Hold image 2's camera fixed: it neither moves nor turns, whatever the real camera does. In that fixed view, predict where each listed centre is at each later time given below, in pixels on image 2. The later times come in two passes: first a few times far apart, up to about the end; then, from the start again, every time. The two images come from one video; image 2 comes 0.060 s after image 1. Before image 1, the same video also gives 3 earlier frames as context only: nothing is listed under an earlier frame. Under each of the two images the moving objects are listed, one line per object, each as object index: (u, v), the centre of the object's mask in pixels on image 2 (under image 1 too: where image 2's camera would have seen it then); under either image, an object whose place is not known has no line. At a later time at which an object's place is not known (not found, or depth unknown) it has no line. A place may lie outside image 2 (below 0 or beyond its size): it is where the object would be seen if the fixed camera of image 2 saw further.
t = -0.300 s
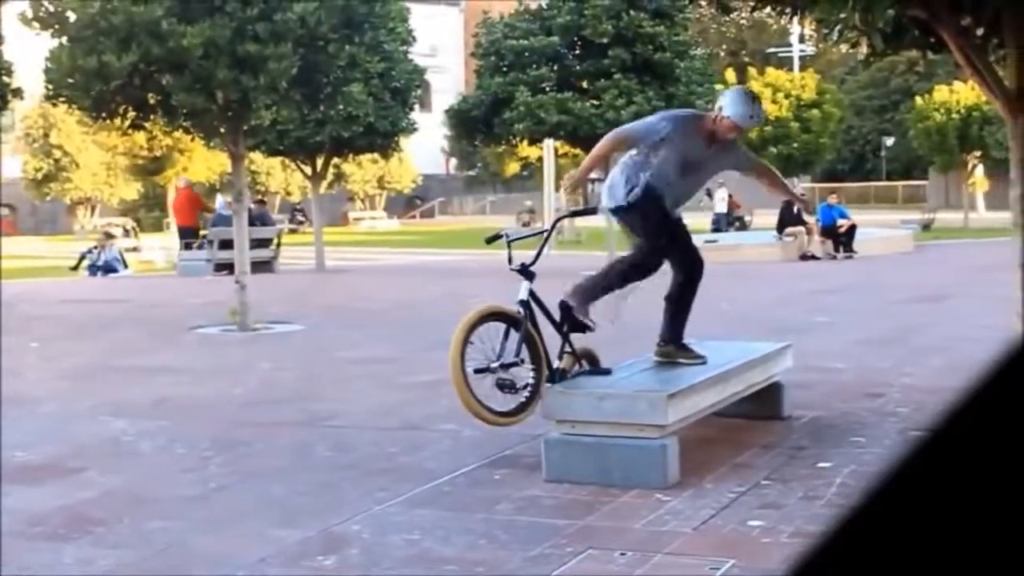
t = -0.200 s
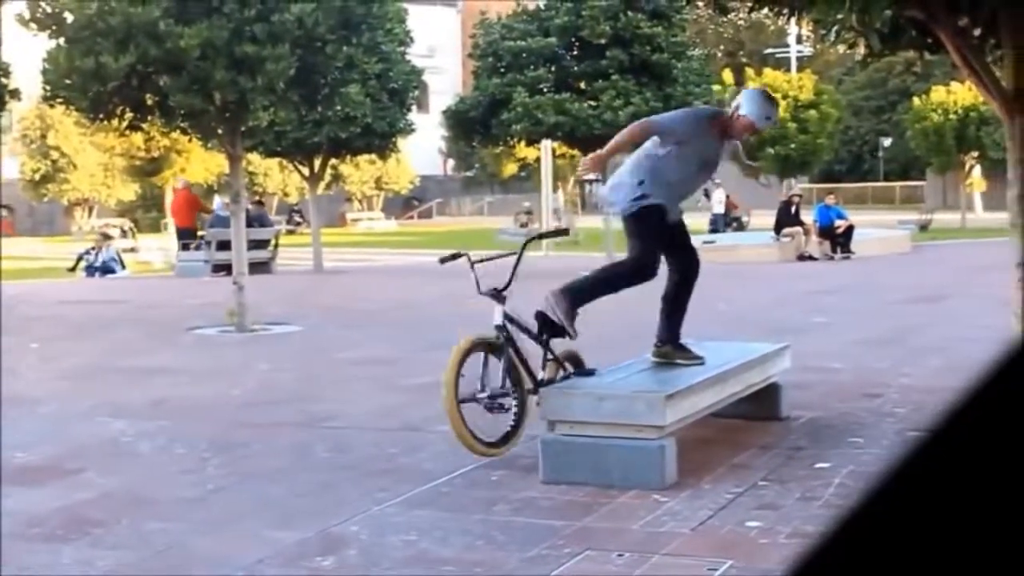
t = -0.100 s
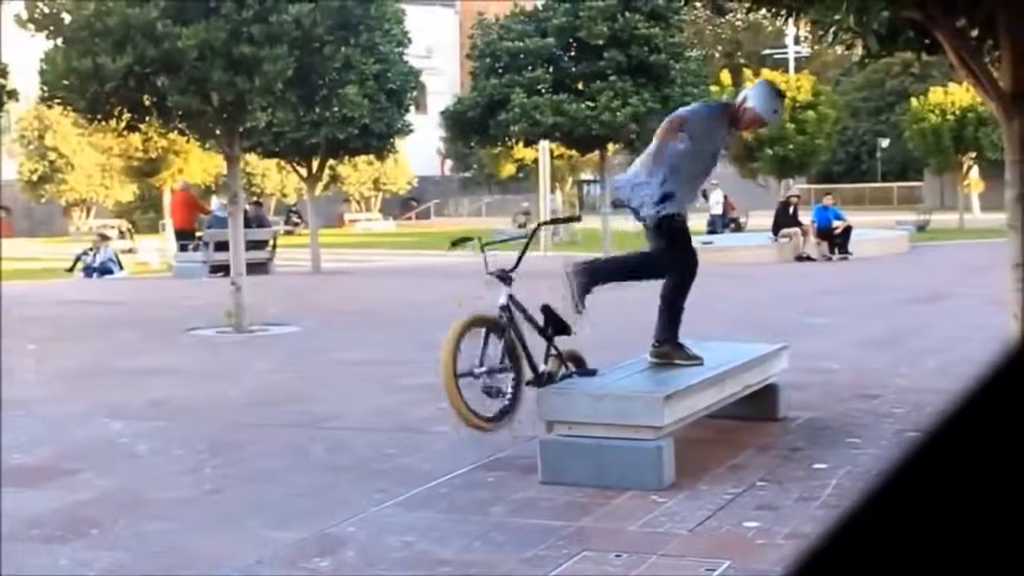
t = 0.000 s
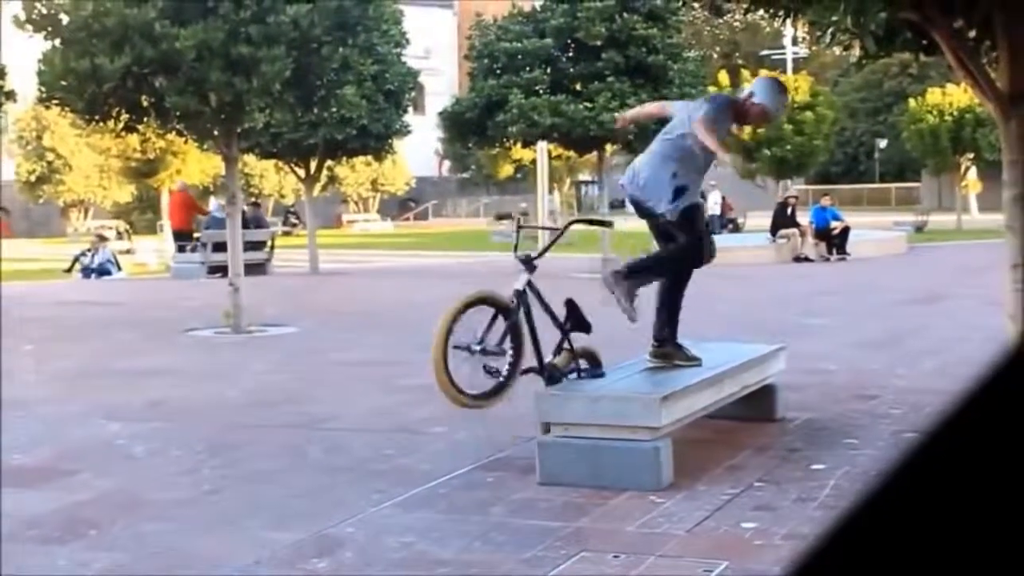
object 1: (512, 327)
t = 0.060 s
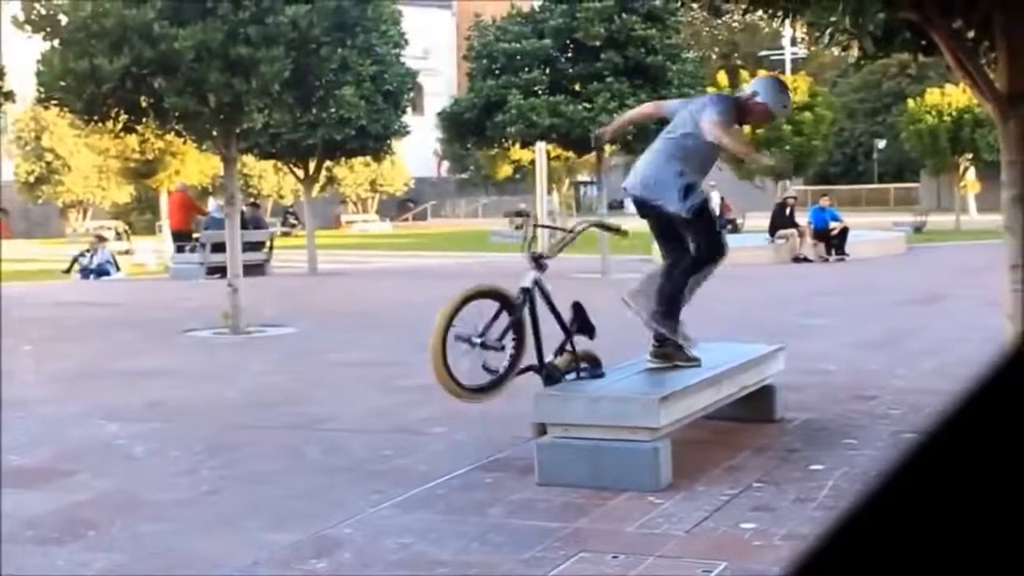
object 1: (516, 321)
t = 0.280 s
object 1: (521, 340)
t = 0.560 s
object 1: (509, 343)
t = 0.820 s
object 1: (477, 365)
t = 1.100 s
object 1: (460, 376)
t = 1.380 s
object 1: (425, 430)
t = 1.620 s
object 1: (405, 440)
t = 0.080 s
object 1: (516, 322)
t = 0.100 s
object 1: (517, 323)
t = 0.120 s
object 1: (517, 323)
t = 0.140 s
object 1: (518, 322)
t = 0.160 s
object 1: (518, 323)
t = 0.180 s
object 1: (519, 324)
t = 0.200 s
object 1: (519, 325)
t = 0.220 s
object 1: (520, 326)
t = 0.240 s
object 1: (520, 331)
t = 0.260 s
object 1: (521, 335)
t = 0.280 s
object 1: (521, 340)
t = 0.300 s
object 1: (521, 342)
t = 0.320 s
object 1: (522, 344)
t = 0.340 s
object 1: (521, 352)
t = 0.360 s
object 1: (522, 359)
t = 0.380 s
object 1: (523, 362)
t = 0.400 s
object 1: (522, 369)
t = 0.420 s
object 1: (521, 367)
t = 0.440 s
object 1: (520, 380)
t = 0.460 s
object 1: (518, 369)
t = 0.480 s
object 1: (517, 367)
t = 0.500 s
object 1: (514, 356)
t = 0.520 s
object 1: (512, 350)
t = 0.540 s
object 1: (512, 347)
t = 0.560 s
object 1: (509, 343)
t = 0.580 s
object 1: (508, 341)
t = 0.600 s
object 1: (507, 338)
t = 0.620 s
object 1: (504, 337)
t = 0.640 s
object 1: (504, 338)
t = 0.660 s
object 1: (501, 339)
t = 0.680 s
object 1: (500, 341)
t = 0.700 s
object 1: (495, 346)
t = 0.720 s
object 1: (492, 343)
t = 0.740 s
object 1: (490, 353)
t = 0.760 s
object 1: (485, 351)
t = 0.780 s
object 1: (485, 361)
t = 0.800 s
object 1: (481, 371)
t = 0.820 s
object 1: (477, 365)
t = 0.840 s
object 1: (476, 382)
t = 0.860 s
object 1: (474, 375)
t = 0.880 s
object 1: (474, 373)
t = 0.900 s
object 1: (473, 371)
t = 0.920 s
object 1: (472, 366)
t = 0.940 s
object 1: (472, 368)
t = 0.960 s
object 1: (471, 364)
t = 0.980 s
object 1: (469, 365)
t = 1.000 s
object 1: (467, 365)
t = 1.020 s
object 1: (465, 363)
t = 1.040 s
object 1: (464, 367)
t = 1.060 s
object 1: (462, 366)
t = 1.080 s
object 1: (463, 372)
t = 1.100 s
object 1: (460, 376)
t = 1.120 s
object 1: (454, 371)
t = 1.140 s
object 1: (457, 385)
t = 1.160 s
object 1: (448, 378)
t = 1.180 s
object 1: (453, 393)
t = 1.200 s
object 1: (450, 402)
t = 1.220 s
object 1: (440, 399)
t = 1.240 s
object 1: (446, 413)
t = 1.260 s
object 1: (433, 407)
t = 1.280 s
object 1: (438, 415)
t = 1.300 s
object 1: (432, 416)
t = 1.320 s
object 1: (421, 419)
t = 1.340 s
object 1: (429, 424)
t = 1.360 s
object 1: (414, 427)
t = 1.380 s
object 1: (425, 430)
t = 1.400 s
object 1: (411, 437)
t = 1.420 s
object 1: (413, 443)
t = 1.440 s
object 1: (423, 444)
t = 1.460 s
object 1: (410, 444)
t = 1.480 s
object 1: (420, 440)
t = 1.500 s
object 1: (418, 438)
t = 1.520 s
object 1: (409, 441)
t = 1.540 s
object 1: (414, 438)
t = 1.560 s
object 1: (406, 440)
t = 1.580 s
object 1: (410, 440)
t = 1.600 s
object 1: (407, 440)
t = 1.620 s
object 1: (405, 440)
